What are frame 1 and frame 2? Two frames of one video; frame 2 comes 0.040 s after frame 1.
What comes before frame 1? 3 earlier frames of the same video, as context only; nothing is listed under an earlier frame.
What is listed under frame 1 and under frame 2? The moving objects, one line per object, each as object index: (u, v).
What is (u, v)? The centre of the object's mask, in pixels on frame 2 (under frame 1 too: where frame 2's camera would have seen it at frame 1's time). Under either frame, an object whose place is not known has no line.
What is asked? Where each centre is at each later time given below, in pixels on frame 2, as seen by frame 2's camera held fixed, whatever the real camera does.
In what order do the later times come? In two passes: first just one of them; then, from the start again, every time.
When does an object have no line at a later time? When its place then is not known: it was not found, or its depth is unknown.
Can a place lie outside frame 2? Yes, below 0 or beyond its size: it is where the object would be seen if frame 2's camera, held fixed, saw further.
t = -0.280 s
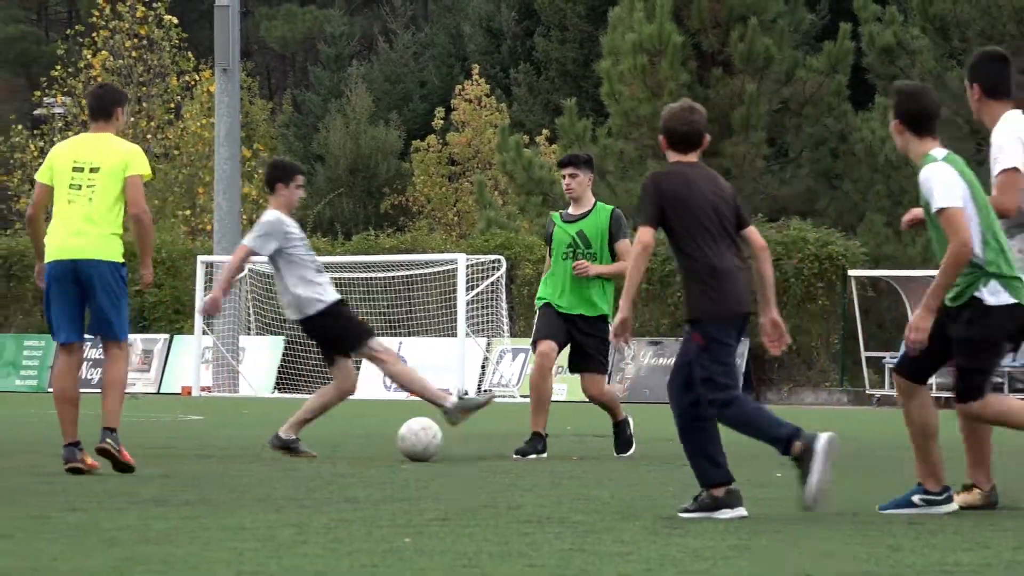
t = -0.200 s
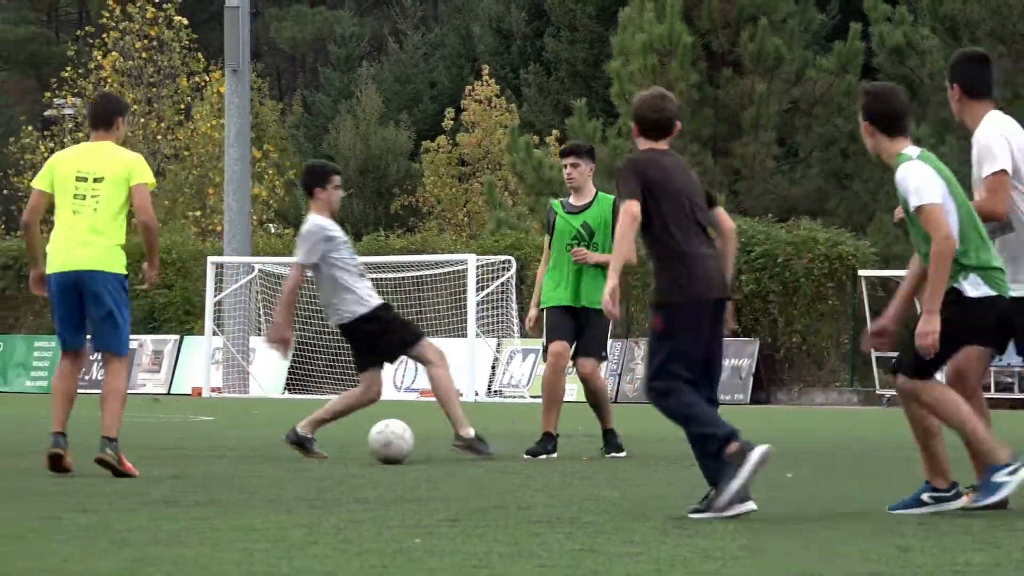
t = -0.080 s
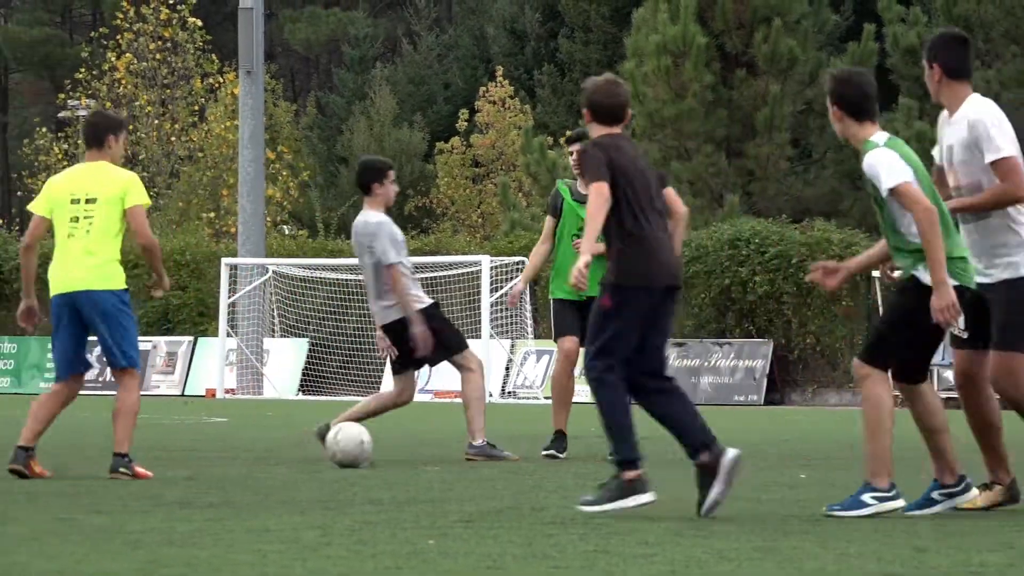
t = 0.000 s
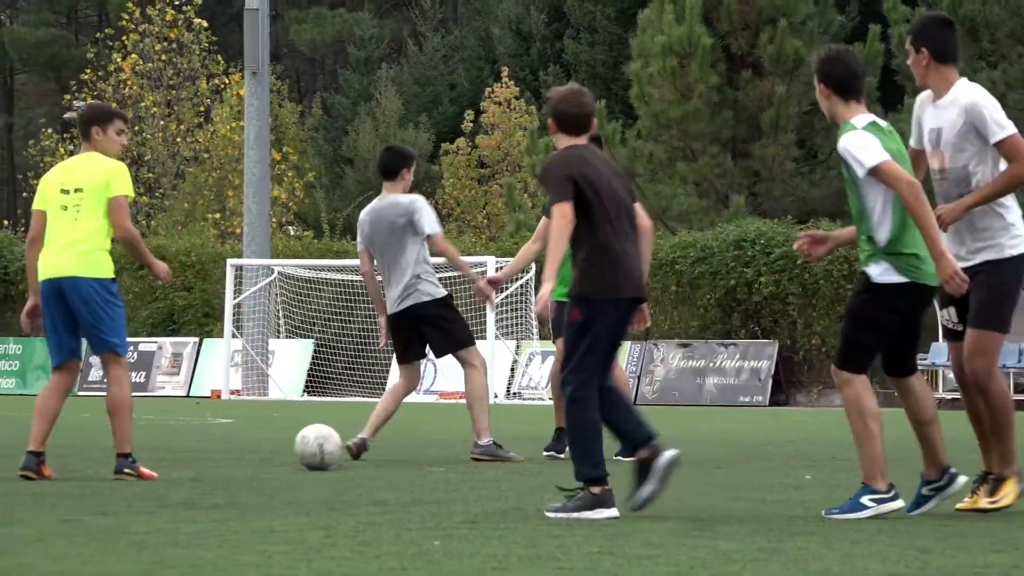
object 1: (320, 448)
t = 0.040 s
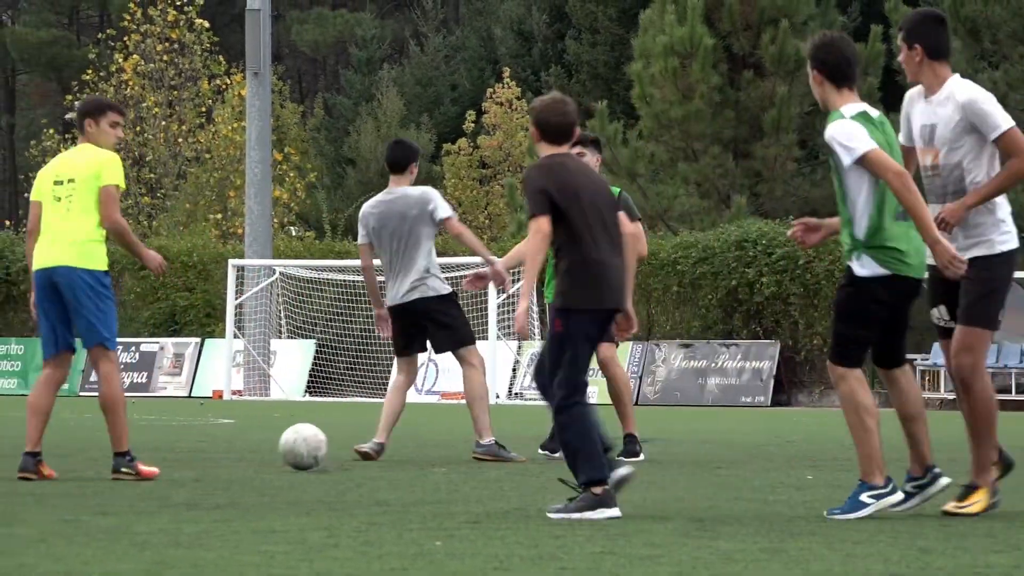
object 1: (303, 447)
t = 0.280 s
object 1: (210, 452)
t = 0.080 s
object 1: (287, 449)
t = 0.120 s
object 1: (271, 449)
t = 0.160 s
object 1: (255, 450)
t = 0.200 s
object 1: (240, 451)
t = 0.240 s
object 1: (224, 451)
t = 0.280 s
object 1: (210, 452)
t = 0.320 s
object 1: (196, 452)
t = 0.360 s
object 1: (182, 453)
